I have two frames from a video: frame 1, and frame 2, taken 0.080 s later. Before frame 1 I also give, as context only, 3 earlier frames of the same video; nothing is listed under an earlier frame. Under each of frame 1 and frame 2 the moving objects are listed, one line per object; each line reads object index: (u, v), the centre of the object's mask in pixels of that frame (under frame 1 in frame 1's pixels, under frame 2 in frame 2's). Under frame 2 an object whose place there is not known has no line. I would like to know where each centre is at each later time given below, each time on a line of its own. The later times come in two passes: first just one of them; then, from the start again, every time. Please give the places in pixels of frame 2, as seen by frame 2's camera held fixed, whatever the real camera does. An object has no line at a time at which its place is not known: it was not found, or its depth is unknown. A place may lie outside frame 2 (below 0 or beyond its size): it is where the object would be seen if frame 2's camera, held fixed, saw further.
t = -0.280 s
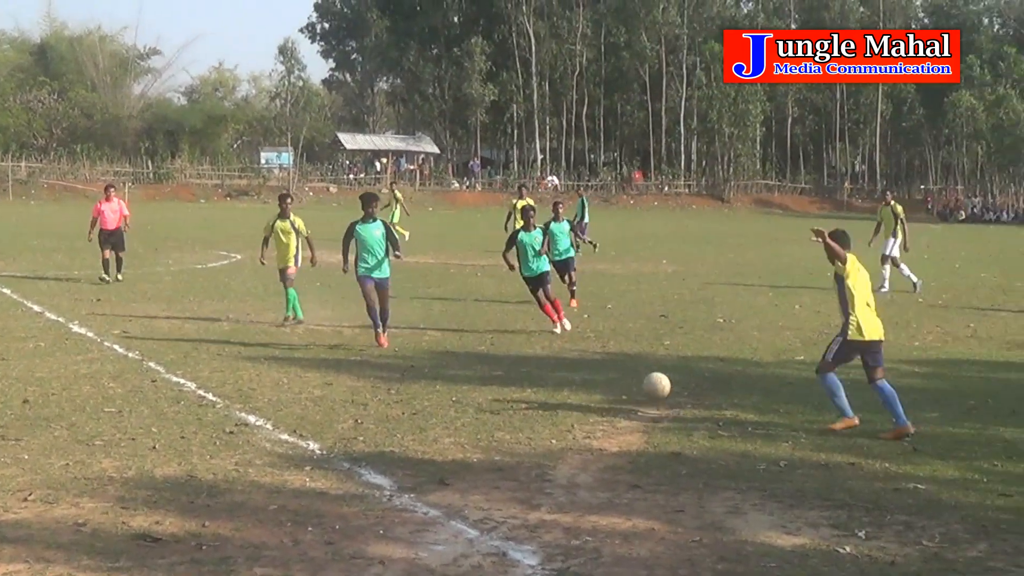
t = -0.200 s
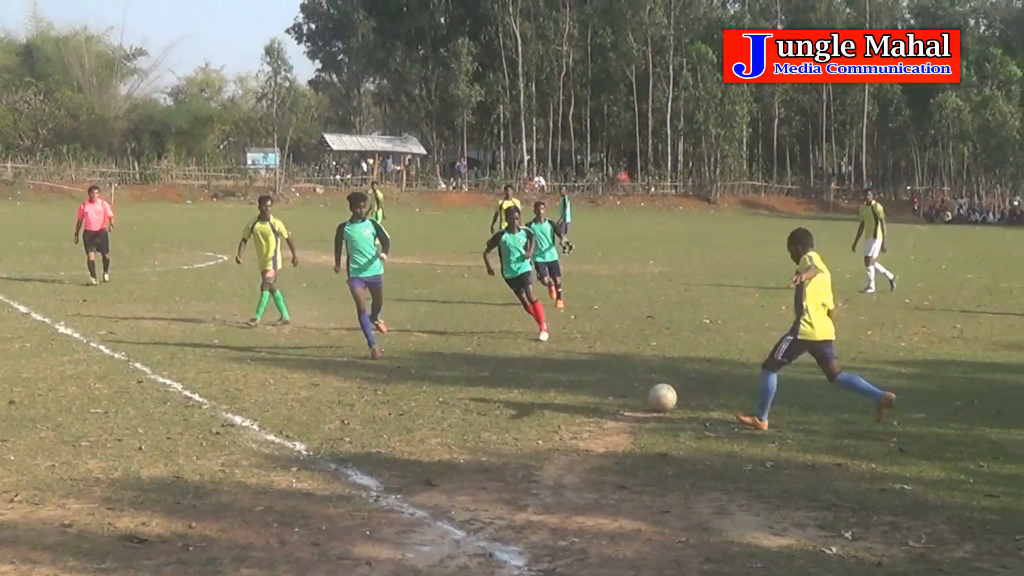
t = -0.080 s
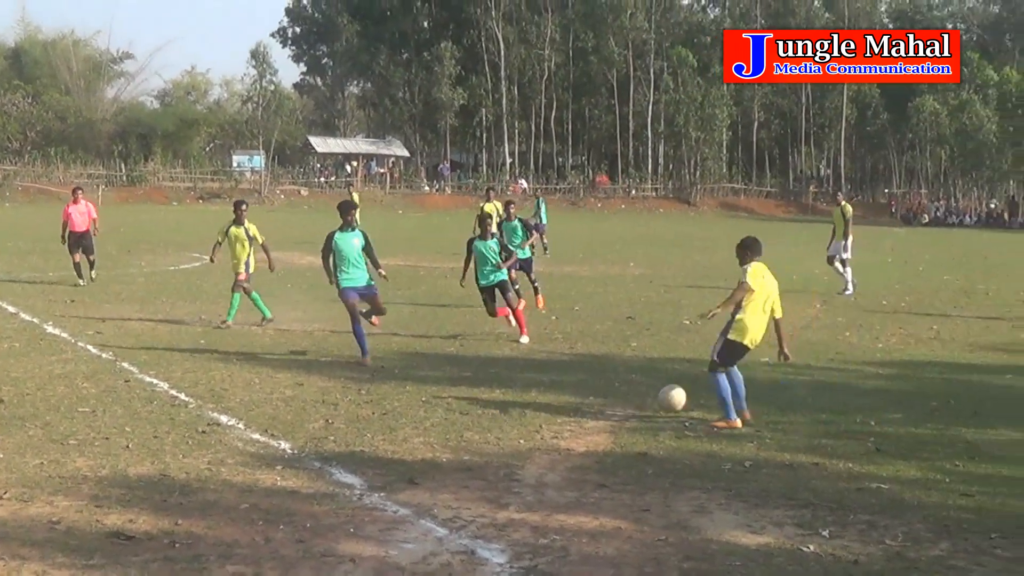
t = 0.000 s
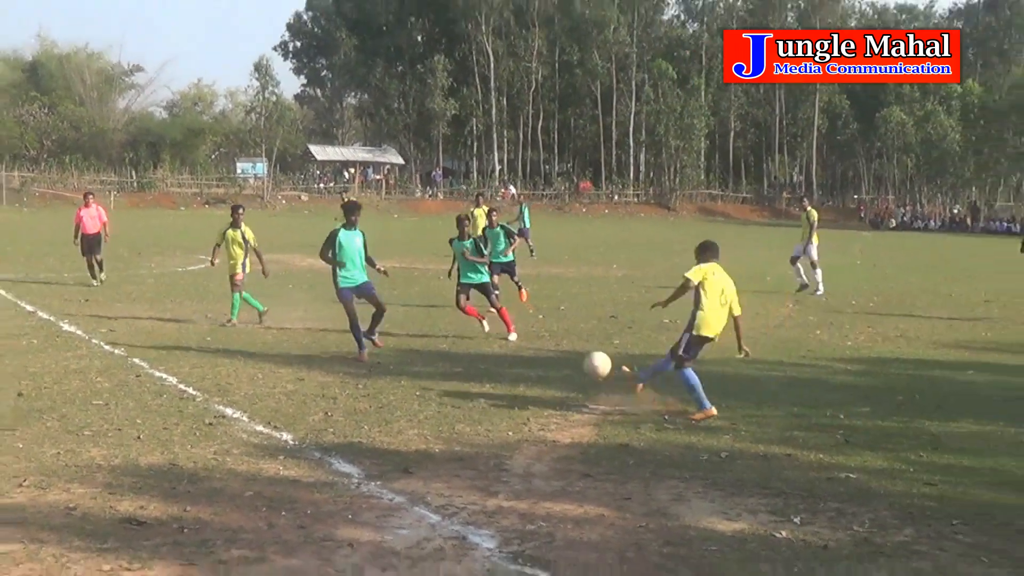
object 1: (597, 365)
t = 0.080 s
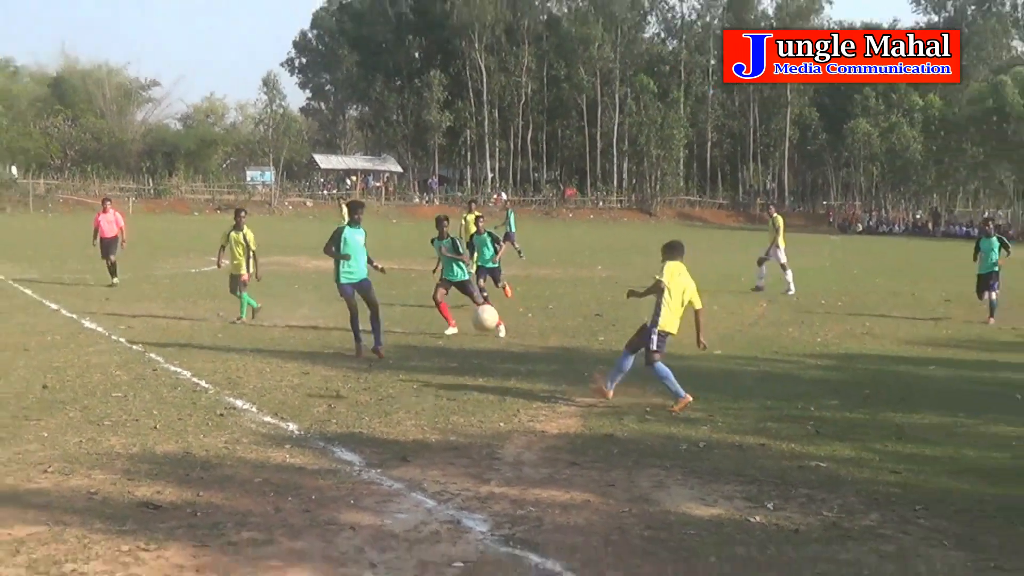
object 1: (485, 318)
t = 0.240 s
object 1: (284, 263)
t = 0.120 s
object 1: (432, 300)
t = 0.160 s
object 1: (379, 286)
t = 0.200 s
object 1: (328, 273)
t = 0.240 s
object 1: (284, 263)
